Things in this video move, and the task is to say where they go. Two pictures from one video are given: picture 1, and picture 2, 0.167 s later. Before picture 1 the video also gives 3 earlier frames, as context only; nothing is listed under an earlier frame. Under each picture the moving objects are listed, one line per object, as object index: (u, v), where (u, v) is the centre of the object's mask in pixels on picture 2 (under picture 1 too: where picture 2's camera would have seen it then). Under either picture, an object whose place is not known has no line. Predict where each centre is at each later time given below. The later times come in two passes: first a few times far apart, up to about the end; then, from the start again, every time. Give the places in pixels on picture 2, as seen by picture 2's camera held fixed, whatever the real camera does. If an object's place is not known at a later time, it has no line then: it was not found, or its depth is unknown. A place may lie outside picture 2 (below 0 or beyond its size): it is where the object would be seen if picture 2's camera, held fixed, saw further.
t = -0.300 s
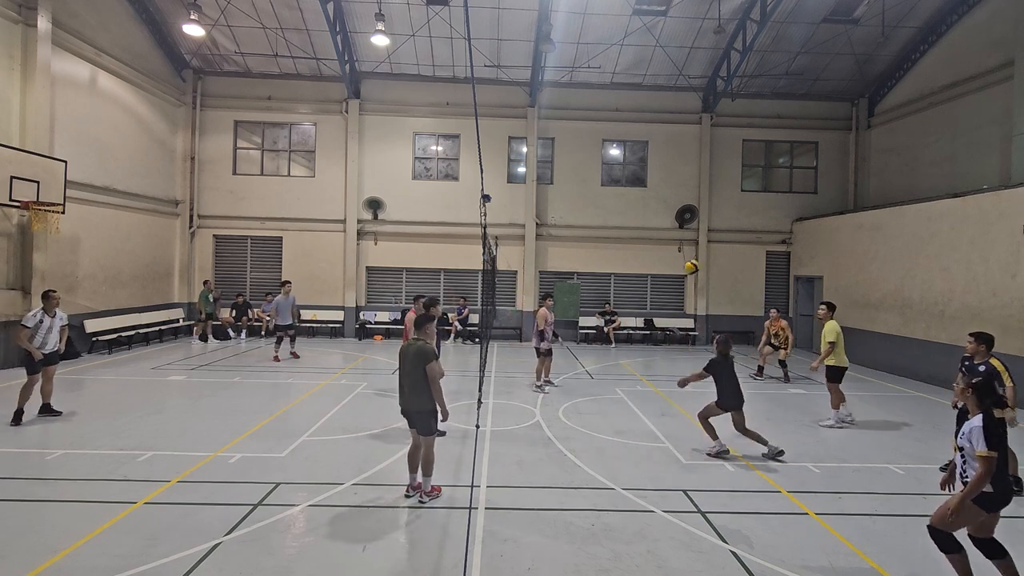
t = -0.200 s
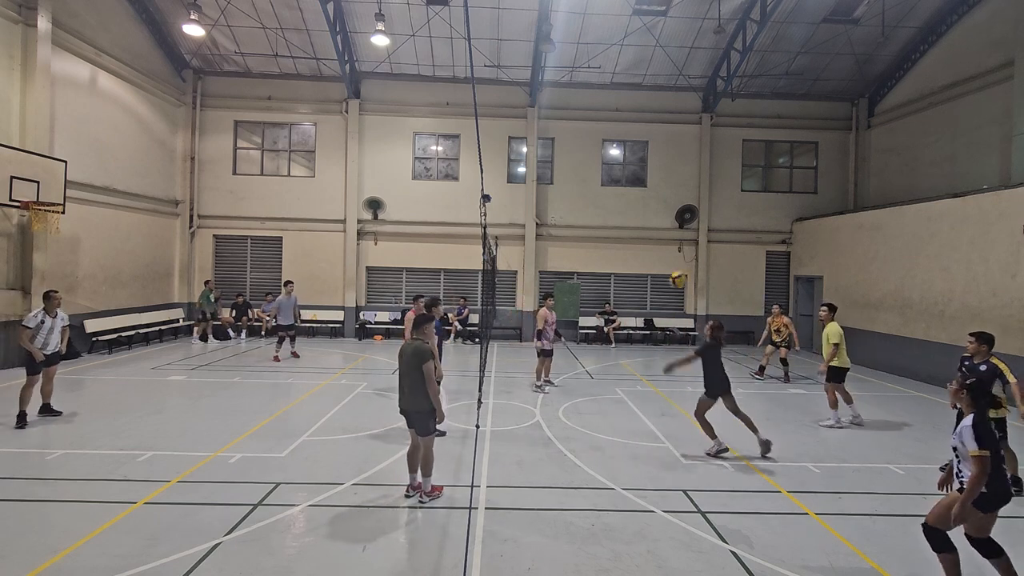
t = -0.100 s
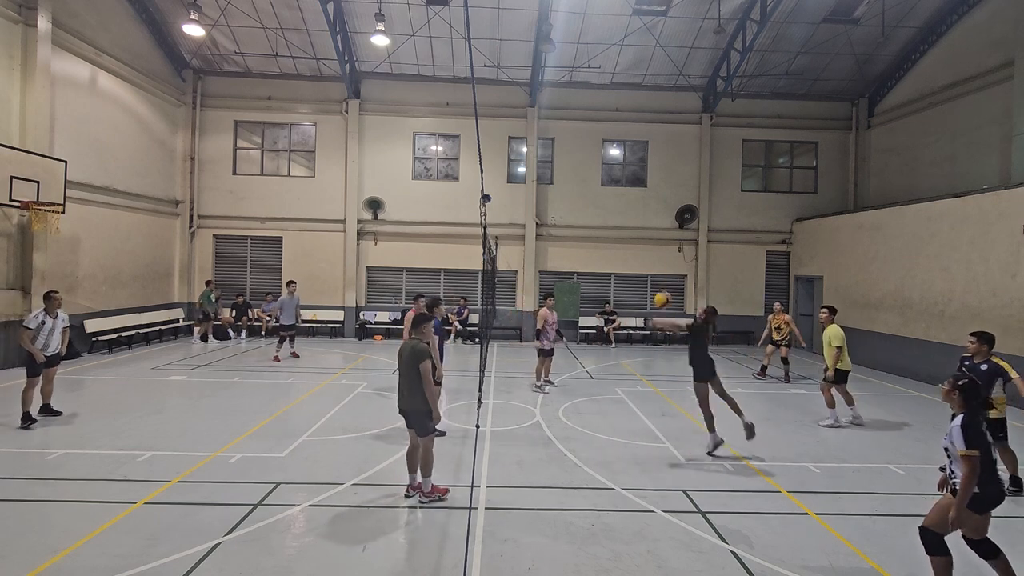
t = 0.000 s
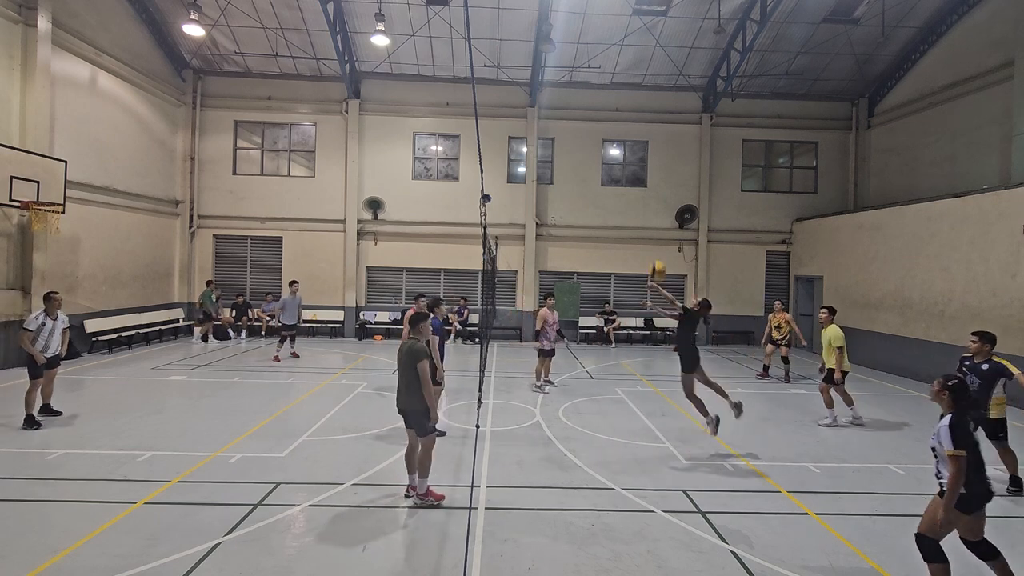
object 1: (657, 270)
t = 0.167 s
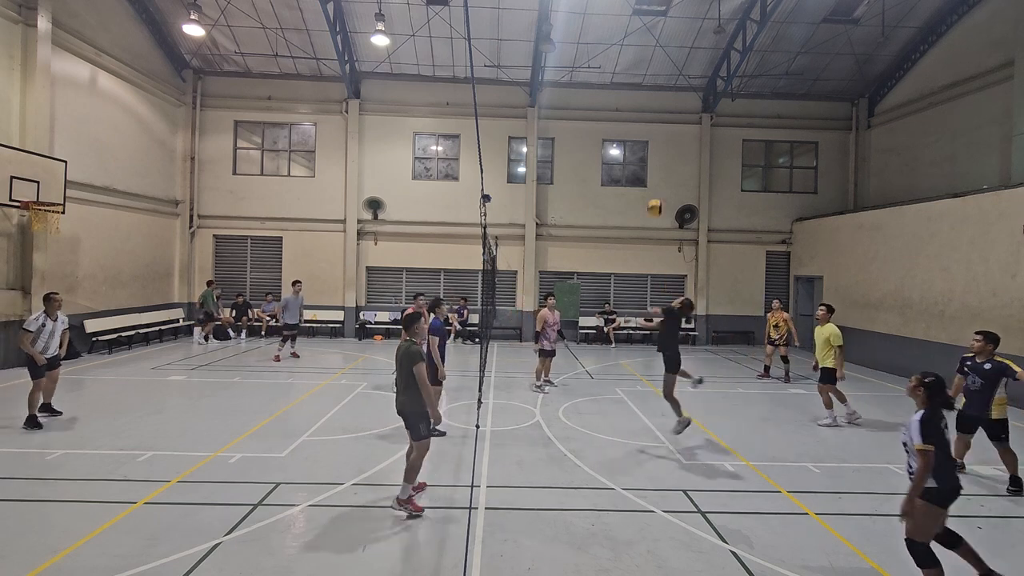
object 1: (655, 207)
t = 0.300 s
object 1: (653, 177)
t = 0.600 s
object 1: (650, 161)
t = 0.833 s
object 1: (647, 186)
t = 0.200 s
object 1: (654, 199)
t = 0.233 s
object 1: (654, 189)
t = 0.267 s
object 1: (653, 184)
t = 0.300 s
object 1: (653, 177)
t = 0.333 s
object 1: (653, 172)
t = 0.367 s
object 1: (652, 167)
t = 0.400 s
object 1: (652, 163)
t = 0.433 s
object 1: (652, 162)
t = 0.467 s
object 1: (651, 161)
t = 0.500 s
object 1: (651, 160)
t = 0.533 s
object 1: (651, 160)
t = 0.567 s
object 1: (650, 160)
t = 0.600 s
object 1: (650, 161)
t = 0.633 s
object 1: (650, 163)
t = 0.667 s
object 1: (649, 166)
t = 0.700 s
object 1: (649, 169)
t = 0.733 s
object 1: (649, 172)
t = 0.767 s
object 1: (648, 176)
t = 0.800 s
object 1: (647, 181)
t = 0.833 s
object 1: (647, 186)
